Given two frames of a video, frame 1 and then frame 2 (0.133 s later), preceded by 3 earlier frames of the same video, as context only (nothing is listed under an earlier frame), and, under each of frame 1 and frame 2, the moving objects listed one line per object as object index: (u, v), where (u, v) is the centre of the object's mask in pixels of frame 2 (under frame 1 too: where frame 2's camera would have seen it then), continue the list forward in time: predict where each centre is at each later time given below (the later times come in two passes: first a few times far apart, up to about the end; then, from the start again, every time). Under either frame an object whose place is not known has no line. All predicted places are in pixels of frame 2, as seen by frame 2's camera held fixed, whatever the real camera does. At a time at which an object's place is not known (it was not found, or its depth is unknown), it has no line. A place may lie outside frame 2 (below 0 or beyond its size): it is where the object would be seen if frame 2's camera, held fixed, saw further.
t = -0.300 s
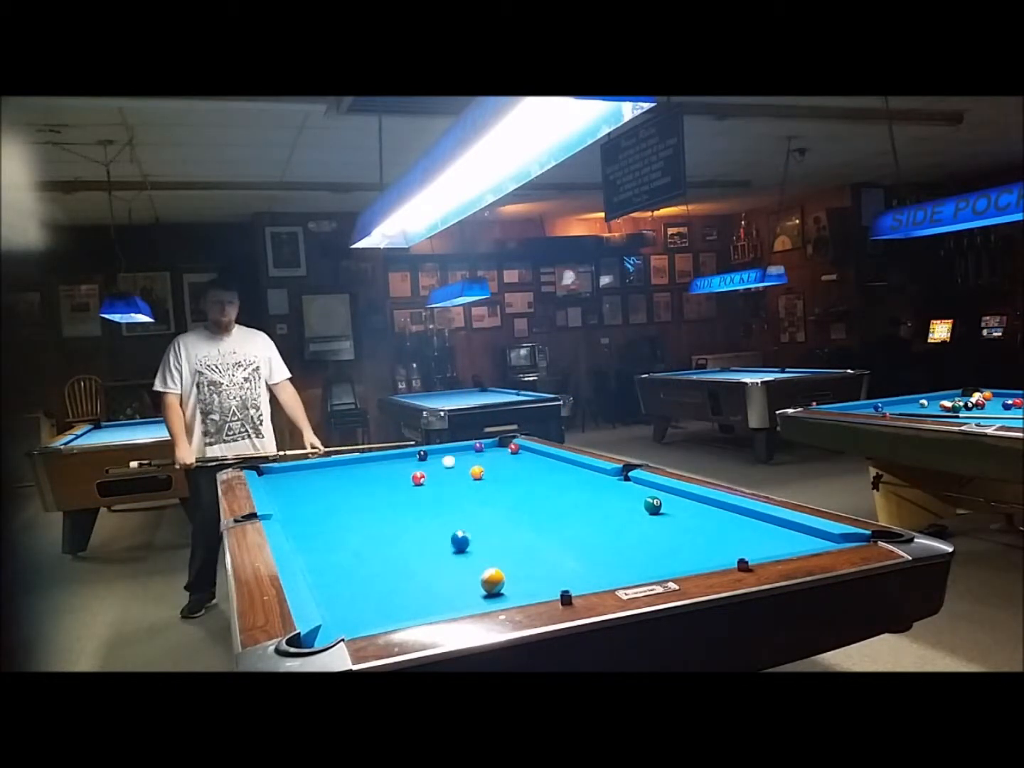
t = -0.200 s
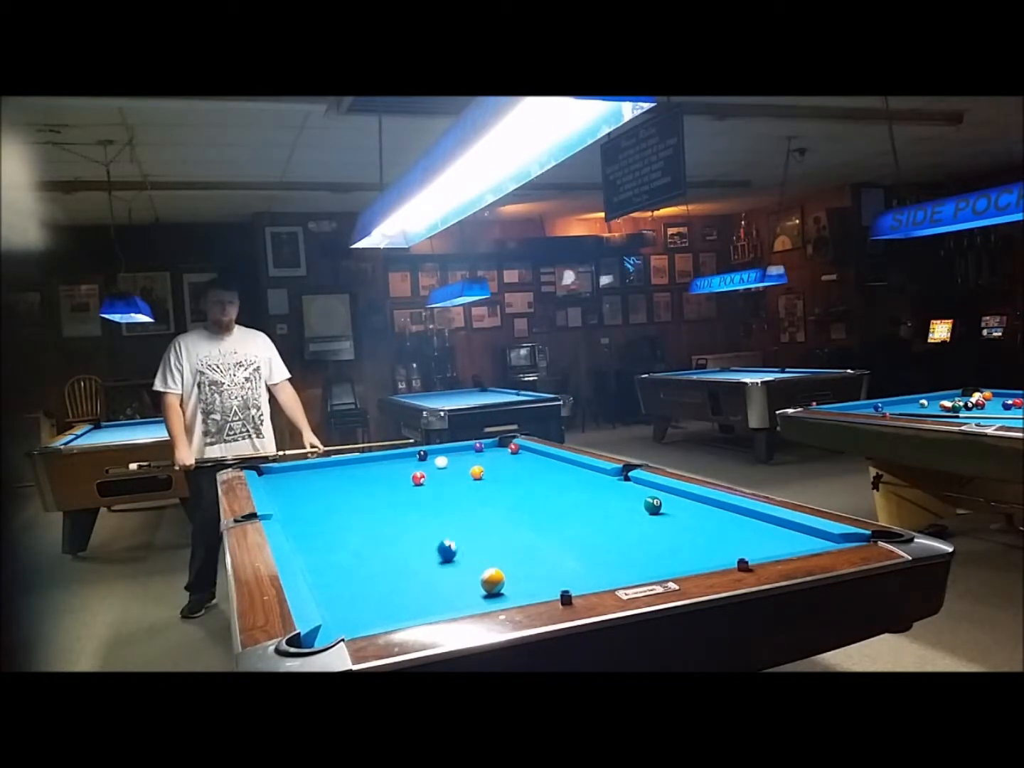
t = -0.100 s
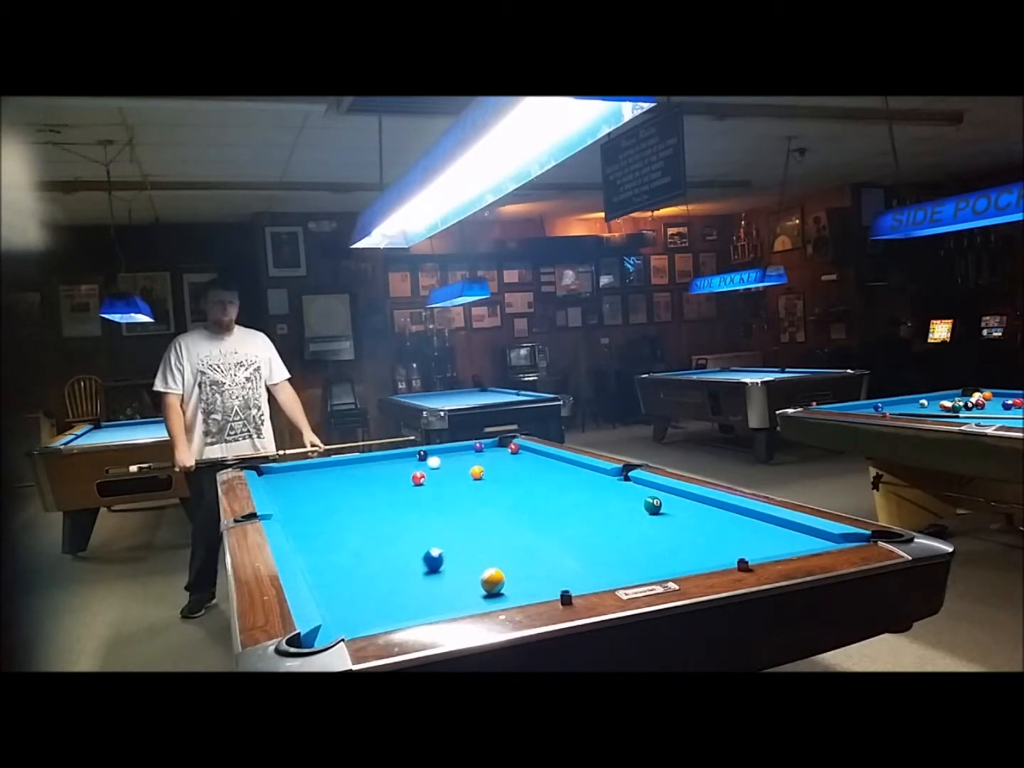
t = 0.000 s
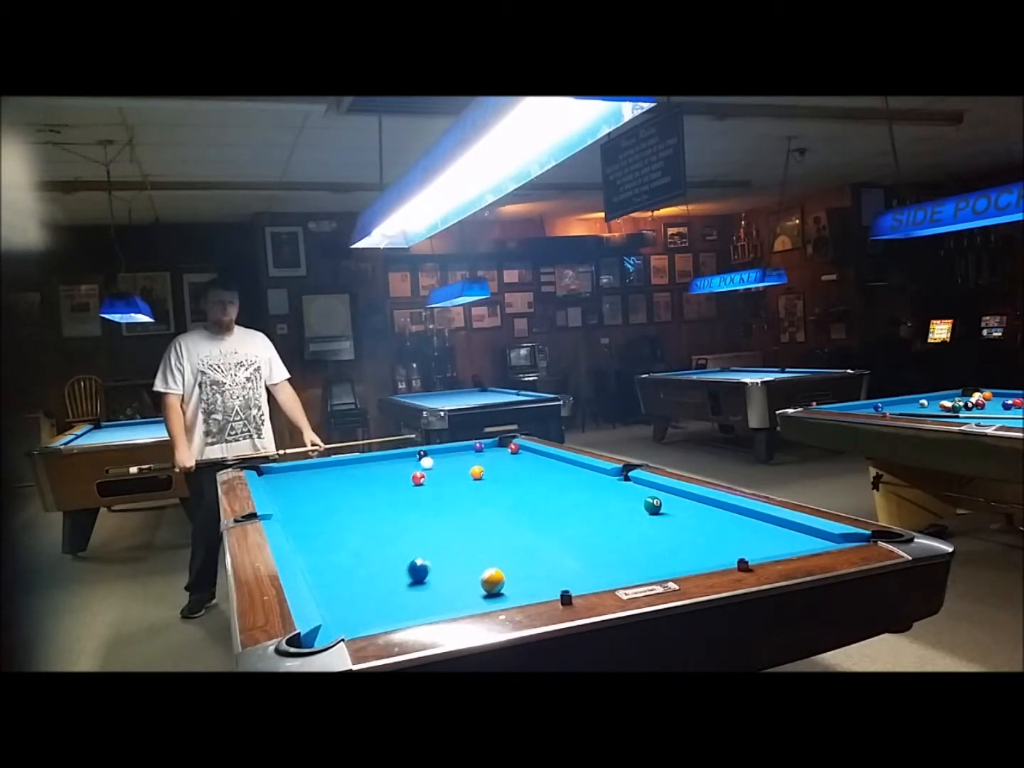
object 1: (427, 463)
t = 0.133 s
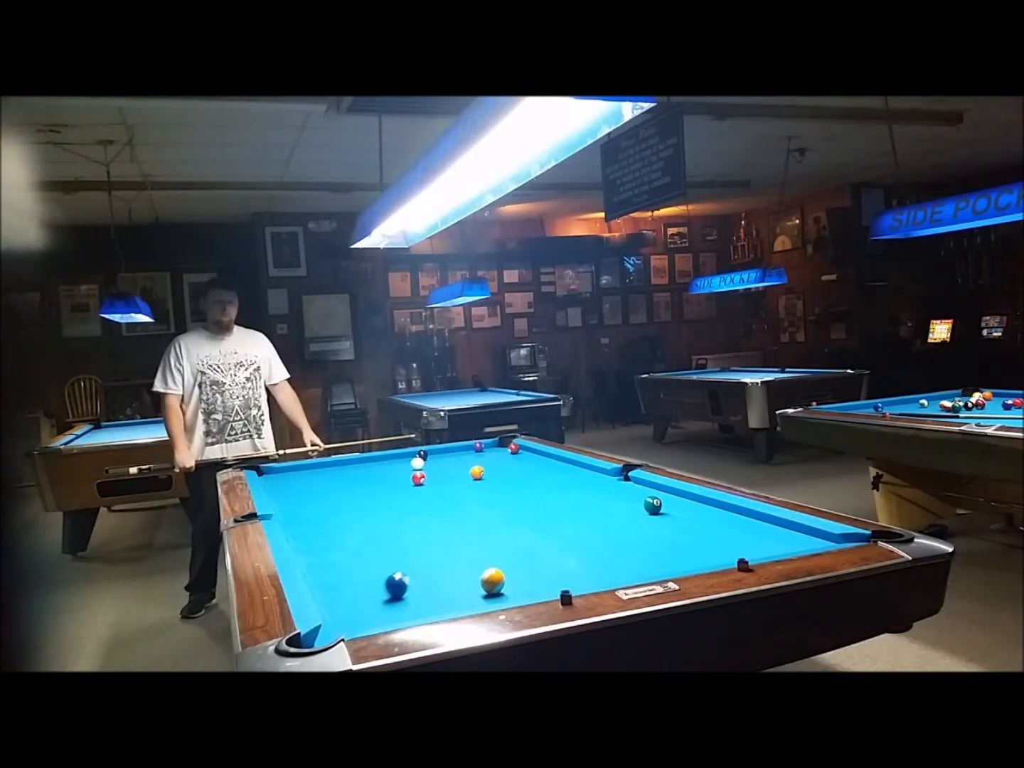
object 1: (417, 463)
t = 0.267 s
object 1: (409, 464)
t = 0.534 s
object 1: (391, 465)
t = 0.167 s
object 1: (415, 464)
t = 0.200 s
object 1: (413, 464)
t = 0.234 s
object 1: (411, 464)
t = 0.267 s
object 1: (409, 464)
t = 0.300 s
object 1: (406, 464)
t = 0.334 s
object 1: (404, 465)
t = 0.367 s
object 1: (402, 465)
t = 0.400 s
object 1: (400, 465)
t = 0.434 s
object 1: (398, 465)
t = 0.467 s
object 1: (395, 465)
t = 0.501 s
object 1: (393, 465)
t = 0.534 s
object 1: (391, 465)
